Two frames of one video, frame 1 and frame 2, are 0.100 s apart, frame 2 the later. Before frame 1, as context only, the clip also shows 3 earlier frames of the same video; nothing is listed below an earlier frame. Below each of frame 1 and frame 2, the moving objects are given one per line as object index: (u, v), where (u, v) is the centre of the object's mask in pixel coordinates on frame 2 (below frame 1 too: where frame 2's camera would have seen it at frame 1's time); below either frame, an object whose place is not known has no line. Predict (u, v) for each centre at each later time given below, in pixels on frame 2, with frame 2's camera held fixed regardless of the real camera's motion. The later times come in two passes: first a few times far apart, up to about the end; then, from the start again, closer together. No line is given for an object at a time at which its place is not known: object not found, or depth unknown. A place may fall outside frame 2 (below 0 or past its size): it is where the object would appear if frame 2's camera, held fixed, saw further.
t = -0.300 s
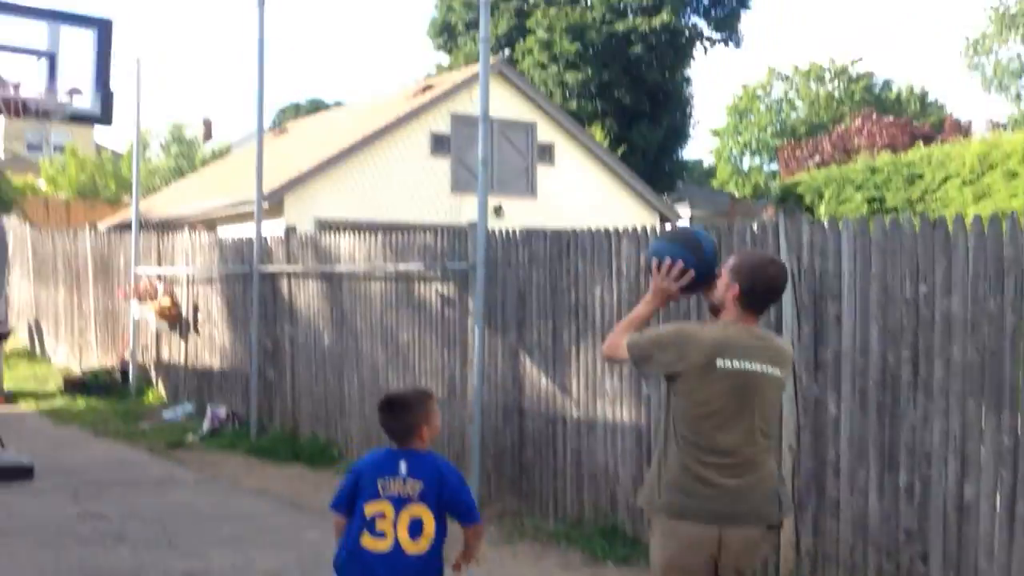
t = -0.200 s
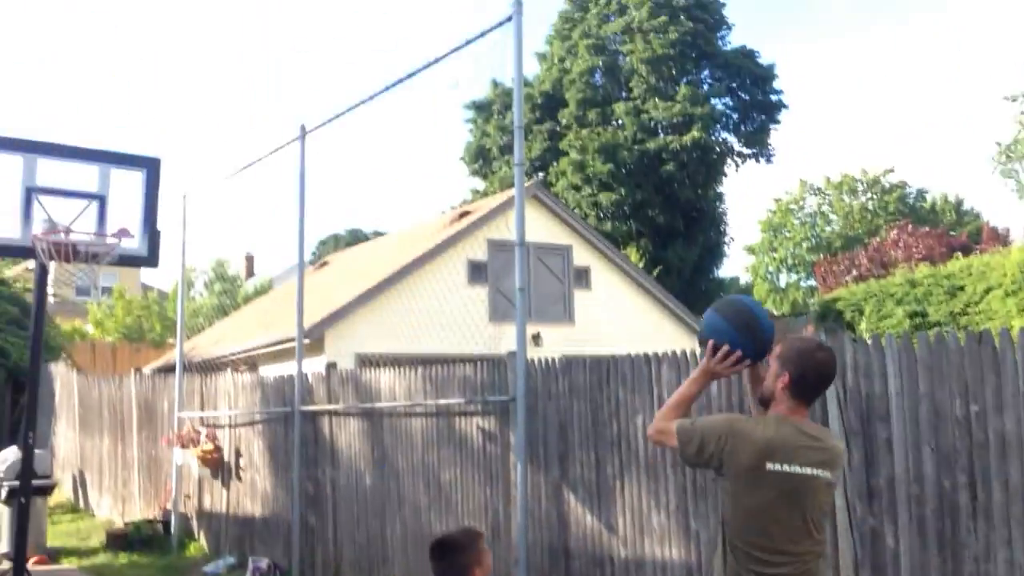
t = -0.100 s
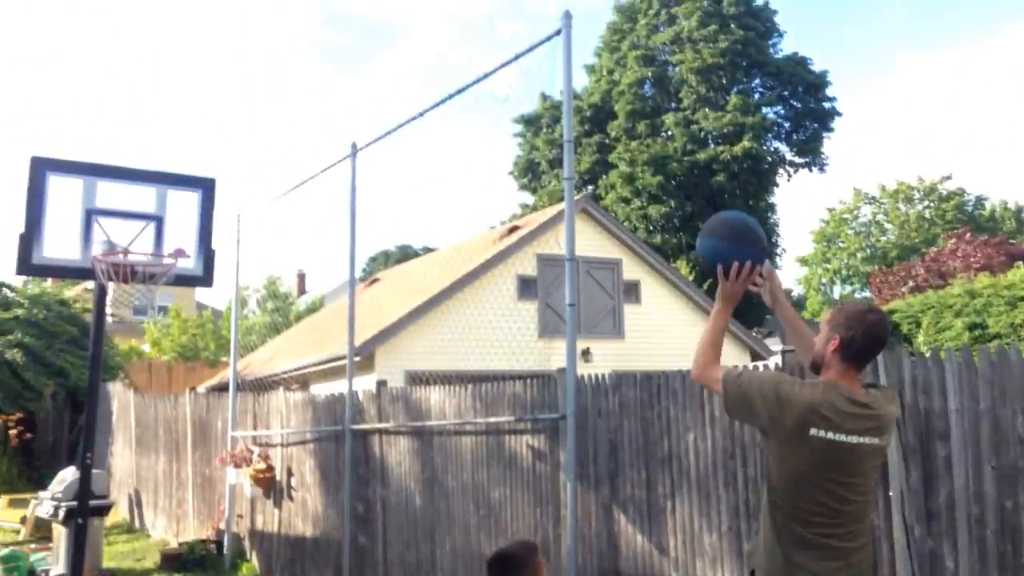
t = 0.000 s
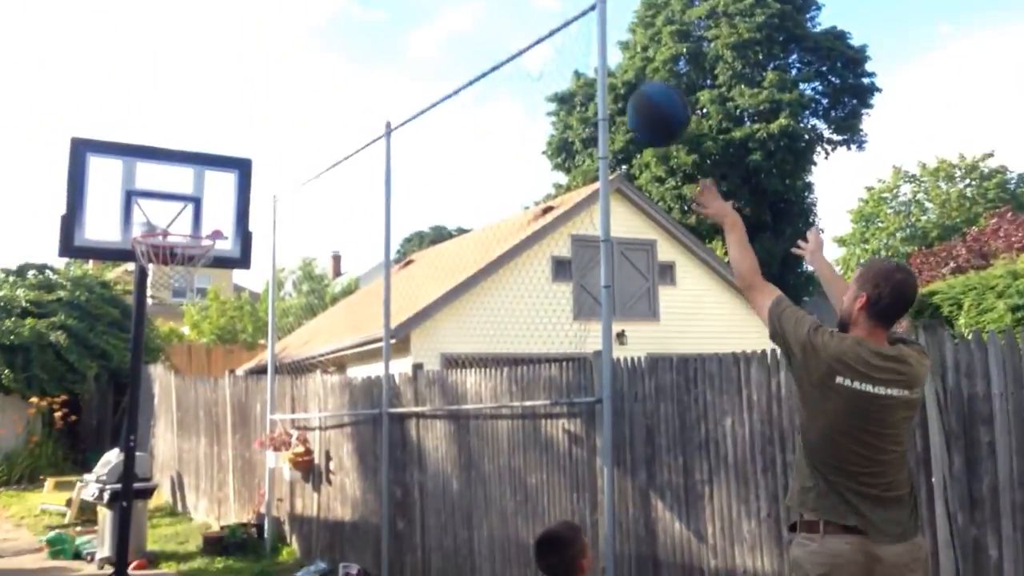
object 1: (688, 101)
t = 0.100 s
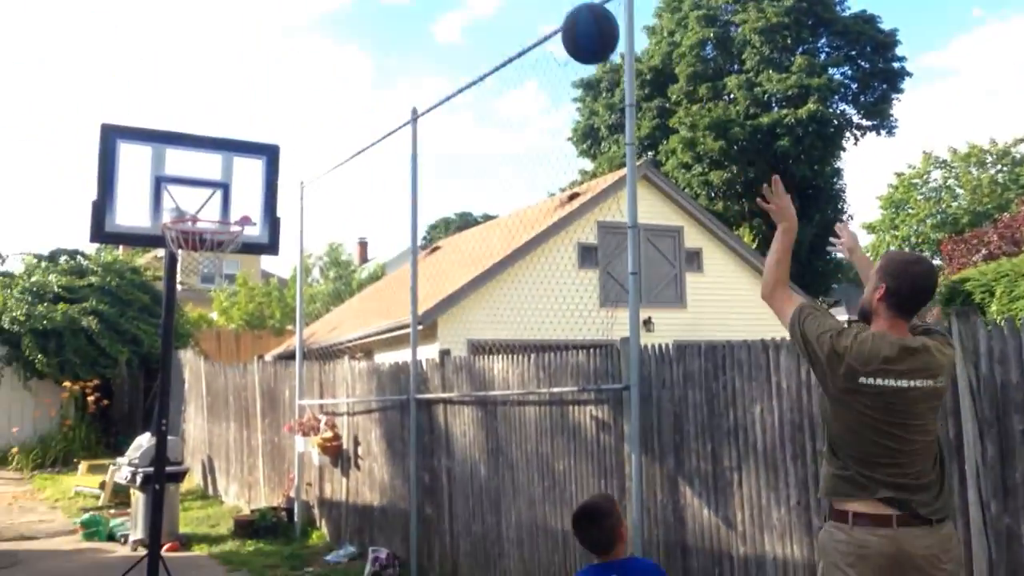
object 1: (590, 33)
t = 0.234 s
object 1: (486, 19)
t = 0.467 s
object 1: (353, 34)
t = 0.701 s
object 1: (259, 139)
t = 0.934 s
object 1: (197, 213)
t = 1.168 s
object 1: (179, 171)
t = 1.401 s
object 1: (167, 201)
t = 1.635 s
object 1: (183, 202)
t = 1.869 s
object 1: (195, 275)
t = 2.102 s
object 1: (211, 401)
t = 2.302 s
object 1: (225, 572)
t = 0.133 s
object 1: (562, 25)
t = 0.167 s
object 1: (535, 21)
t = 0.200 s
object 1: (509, 19)
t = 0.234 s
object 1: (486, 19)
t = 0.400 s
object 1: (386, 27)
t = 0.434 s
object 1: (369, 30)
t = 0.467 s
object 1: (353, 34)
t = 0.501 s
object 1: (338, 44)
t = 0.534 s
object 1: (323, 57)
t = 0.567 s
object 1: (309, 71)
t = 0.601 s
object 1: (297, 86)
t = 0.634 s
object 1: (284, 103)
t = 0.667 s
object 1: (271, 121)
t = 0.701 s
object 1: (259, 139)
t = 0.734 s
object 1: (246, 159)
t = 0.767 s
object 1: (237, 179)
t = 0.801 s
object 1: (225, 202)
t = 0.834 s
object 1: (218, 208)
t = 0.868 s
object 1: (211, 208)
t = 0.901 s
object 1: (204, 209)
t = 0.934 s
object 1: (197, 213)
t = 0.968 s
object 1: (191, 214)
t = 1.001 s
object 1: (189, 200)
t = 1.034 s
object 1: (187, 191)
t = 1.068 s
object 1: (185, 184)
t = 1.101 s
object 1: (183, 177)
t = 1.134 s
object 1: (181, 173)
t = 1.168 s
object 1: (179, 171)
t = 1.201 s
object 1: (177, 170)
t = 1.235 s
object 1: (176, 171)
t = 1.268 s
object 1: (174, 173)
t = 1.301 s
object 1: (171, 177)
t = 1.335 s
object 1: (169, 184)
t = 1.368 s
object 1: (168, 192)
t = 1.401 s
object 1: (167, 201)
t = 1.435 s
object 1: (166, 207)
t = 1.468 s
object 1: (168, 204)
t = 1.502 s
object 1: (170, 202)
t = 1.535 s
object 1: (172, 200)
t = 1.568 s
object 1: (175, 200)
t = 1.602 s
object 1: (178, 200)
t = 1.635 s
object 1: (183, 202)
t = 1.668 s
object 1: (184, 206)
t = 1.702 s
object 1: (186, 218)
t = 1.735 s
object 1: (185, 228)
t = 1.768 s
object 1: (189, 238)
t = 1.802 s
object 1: (190, 250)
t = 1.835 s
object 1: (197, 263)
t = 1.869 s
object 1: (195, 275)
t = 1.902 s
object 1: (197, 289)
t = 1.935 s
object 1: (199, 304)
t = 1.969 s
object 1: (201, 320)
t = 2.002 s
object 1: (204, 338)
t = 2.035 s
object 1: (206, 357)
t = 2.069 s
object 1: (208, 378)
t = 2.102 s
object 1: (211, 401)
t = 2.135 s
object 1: (213, 425)
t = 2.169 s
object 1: (216, 451)
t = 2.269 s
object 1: (223, 540)
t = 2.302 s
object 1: (225, 572)
